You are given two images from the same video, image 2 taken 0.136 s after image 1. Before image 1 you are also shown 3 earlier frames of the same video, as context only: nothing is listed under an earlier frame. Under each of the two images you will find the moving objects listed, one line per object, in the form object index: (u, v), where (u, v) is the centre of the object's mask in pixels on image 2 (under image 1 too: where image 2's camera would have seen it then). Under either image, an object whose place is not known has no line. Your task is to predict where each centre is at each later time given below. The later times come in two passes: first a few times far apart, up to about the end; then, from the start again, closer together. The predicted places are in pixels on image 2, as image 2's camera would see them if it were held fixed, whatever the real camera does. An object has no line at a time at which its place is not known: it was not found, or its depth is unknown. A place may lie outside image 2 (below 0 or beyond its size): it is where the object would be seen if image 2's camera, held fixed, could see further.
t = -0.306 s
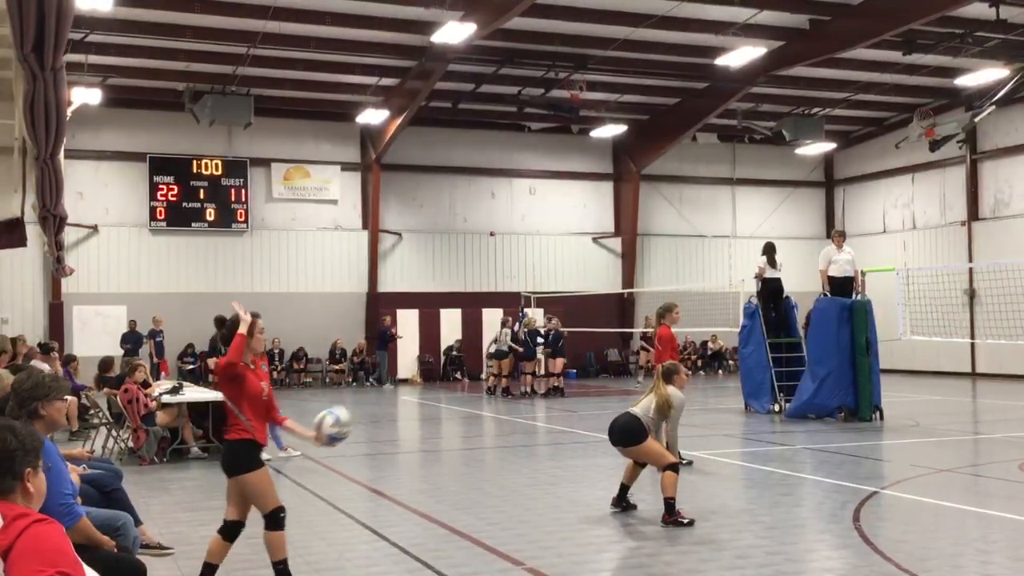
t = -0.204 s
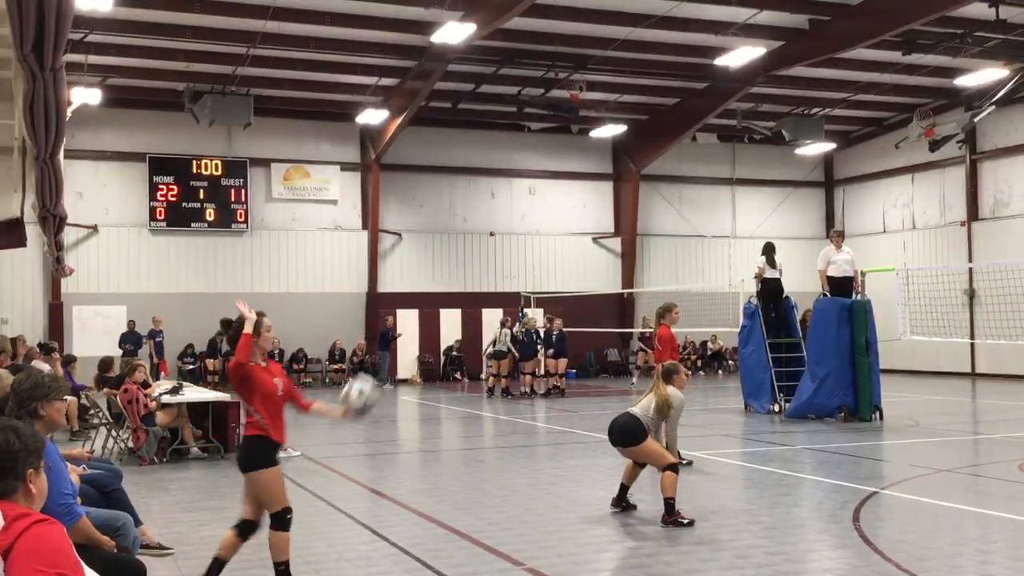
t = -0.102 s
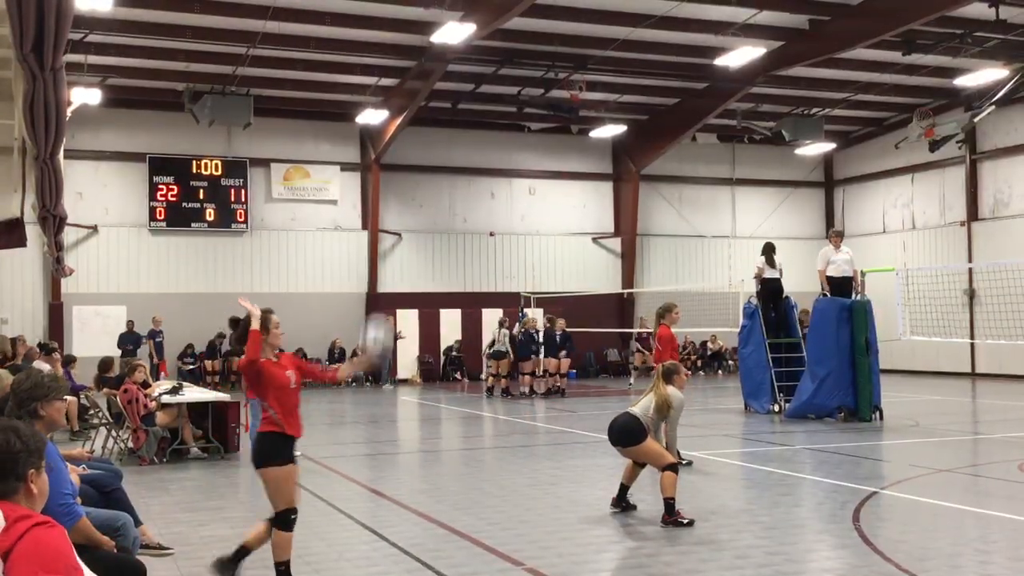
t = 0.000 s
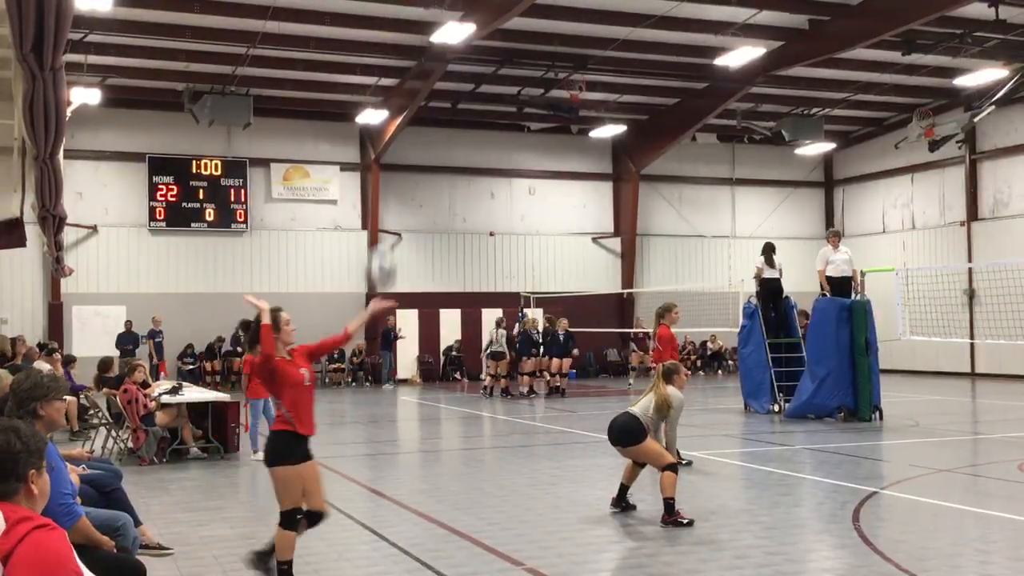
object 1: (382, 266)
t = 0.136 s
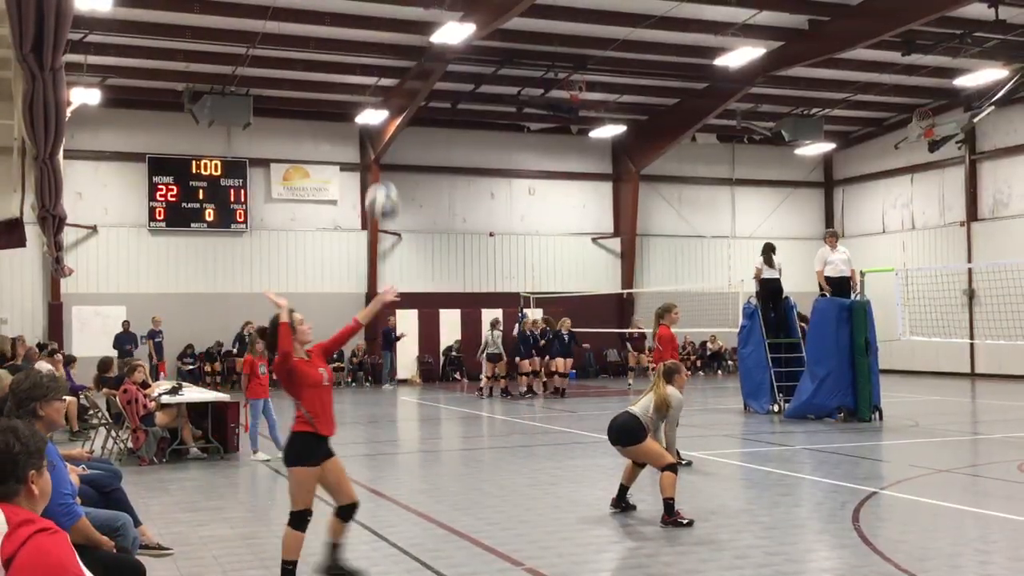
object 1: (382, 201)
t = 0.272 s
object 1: (386, 165)
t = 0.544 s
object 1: (391, 177)
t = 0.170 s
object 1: (383, 189)
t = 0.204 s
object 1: (384, 179)
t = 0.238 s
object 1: (385, 170)
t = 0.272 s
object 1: (386, 165)
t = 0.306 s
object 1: (387, 160)
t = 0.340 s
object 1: (387, 157)
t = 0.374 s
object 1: (388, 156)
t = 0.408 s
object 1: (389, 157)
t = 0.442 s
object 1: (390, 159)
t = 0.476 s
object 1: (390, 163)
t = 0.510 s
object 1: (391, 169)
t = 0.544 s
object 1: (391, 177)
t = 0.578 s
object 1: (392, 185)
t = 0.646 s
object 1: (394, 210)
